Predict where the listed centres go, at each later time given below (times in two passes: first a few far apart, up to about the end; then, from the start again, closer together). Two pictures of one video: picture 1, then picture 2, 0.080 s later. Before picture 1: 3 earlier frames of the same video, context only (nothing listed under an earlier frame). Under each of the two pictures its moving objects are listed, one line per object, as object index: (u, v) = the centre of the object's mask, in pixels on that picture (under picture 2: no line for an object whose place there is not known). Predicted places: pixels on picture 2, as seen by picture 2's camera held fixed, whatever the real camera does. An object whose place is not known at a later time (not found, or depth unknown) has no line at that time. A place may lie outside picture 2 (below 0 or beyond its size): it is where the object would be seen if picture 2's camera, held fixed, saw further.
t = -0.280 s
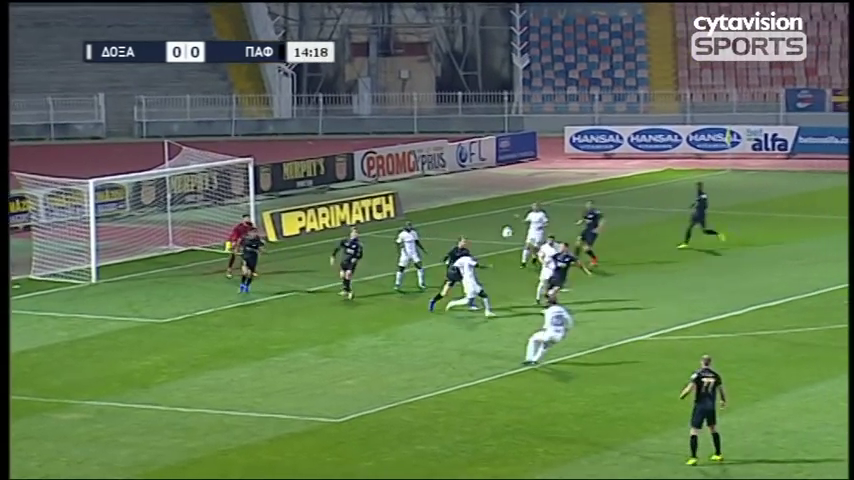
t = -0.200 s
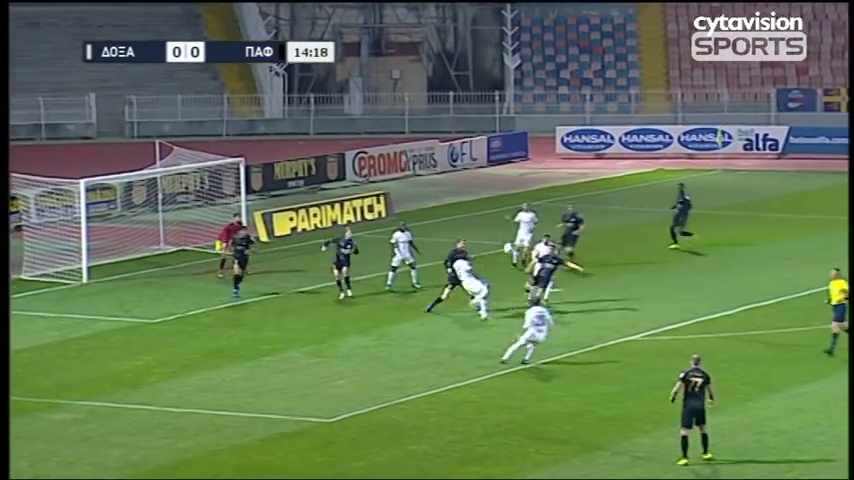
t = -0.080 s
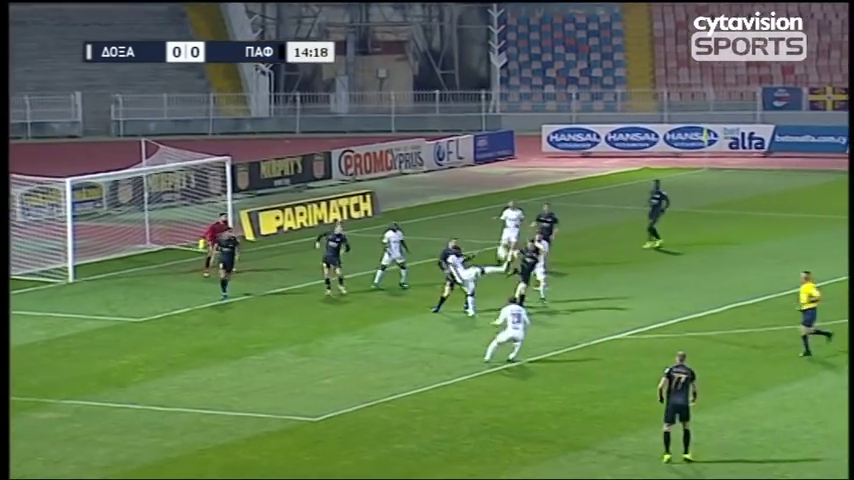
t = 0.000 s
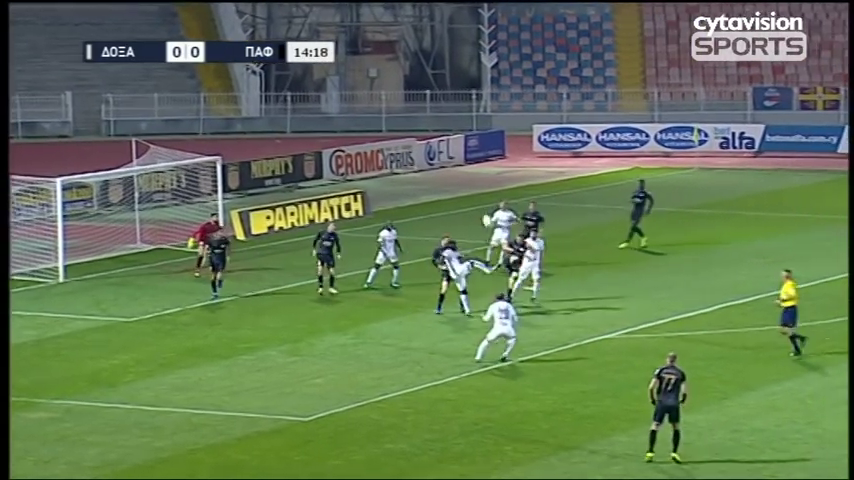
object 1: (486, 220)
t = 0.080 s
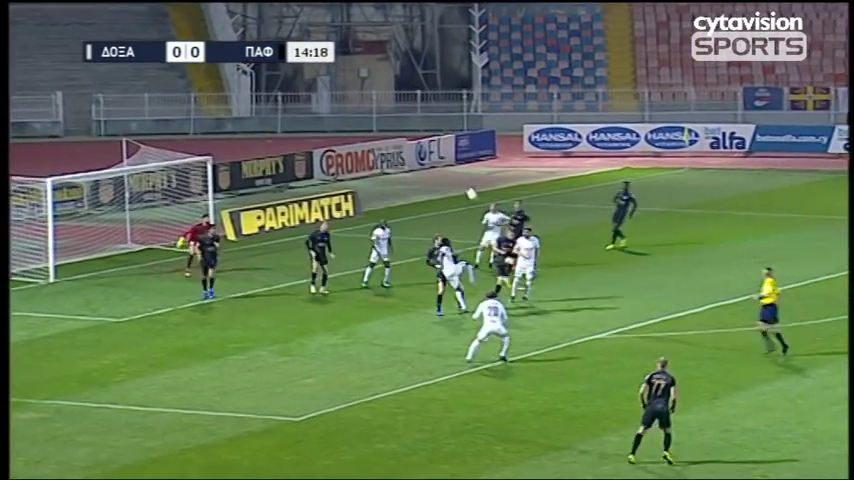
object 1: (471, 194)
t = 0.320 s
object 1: (452, 135)
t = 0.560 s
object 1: (433, 108)
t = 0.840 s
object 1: (410, 110)
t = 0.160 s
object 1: (464, 170)
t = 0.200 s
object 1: (462, 160)
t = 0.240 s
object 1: (459, 151)
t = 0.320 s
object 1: (452, 135)
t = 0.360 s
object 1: (449, 129)
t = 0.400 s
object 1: (446, 123)
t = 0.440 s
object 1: (442, 118)
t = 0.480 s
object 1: (439, 114)
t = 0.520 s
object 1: (436, 111)
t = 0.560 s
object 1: (433, 108)
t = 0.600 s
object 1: (430, 106)
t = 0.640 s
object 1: (426, 106)
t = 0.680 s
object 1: (423, 105)
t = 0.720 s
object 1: (420, 106)
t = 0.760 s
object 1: (416, 106)
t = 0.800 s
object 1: (414, 108)
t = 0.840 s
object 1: (410, 110)
